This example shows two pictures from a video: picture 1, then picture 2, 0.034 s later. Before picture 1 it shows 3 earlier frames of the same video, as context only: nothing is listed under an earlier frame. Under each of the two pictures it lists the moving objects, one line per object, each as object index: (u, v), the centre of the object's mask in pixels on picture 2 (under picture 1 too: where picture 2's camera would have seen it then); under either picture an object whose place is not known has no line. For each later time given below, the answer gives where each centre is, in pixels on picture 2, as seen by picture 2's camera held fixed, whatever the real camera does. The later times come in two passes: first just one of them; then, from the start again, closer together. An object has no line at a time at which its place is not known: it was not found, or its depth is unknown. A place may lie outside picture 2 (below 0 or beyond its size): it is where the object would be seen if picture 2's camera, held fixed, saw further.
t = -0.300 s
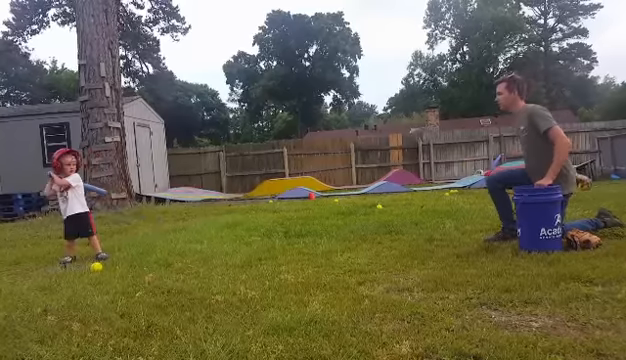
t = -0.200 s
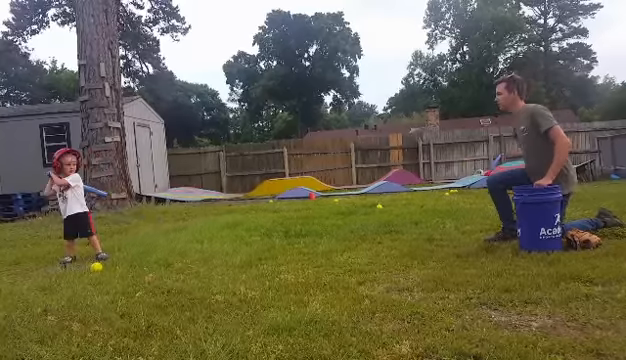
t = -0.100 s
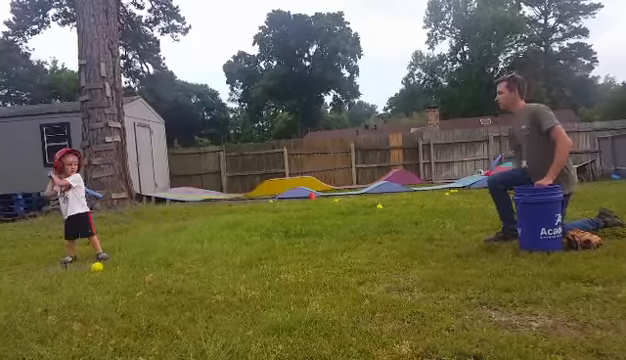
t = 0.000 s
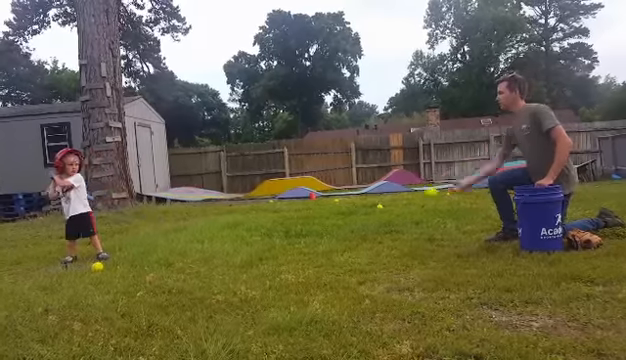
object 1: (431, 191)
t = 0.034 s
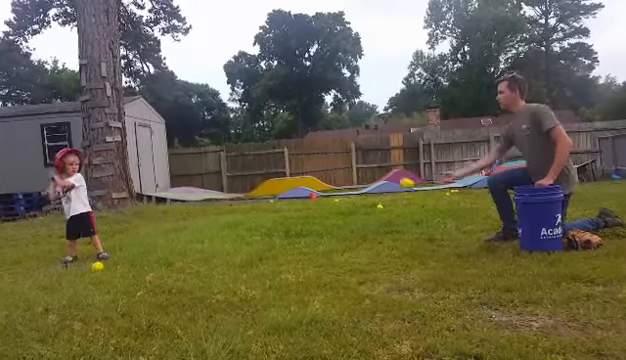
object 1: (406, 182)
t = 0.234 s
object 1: (256, 151)
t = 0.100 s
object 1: (356, 167)
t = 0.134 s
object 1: (331, 161)
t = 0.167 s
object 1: (305, 156)
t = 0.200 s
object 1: (281, 153)
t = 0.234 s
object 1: (256, 151)
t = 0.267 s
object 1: (231, 151)
